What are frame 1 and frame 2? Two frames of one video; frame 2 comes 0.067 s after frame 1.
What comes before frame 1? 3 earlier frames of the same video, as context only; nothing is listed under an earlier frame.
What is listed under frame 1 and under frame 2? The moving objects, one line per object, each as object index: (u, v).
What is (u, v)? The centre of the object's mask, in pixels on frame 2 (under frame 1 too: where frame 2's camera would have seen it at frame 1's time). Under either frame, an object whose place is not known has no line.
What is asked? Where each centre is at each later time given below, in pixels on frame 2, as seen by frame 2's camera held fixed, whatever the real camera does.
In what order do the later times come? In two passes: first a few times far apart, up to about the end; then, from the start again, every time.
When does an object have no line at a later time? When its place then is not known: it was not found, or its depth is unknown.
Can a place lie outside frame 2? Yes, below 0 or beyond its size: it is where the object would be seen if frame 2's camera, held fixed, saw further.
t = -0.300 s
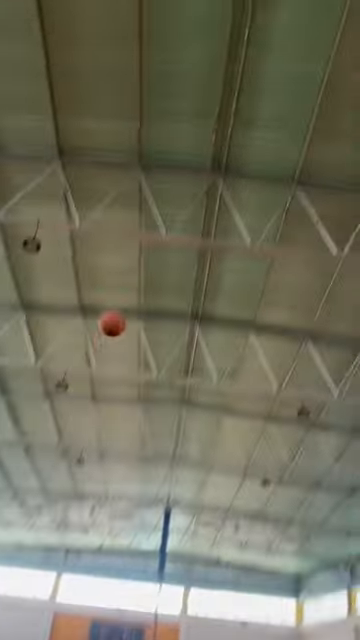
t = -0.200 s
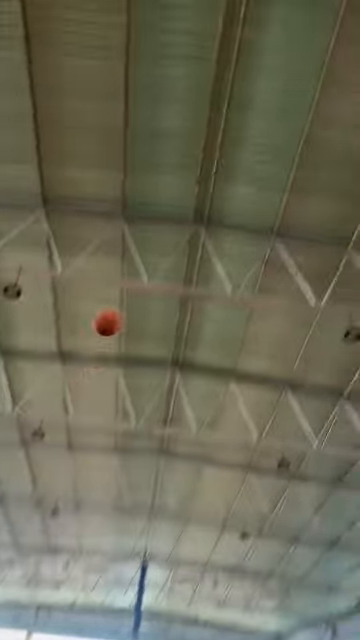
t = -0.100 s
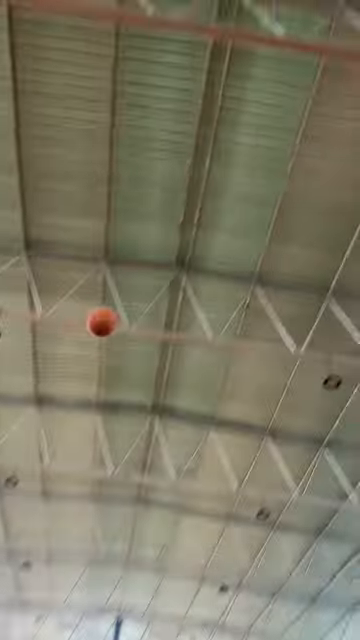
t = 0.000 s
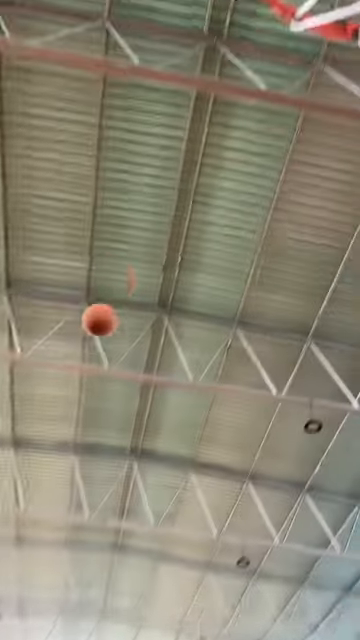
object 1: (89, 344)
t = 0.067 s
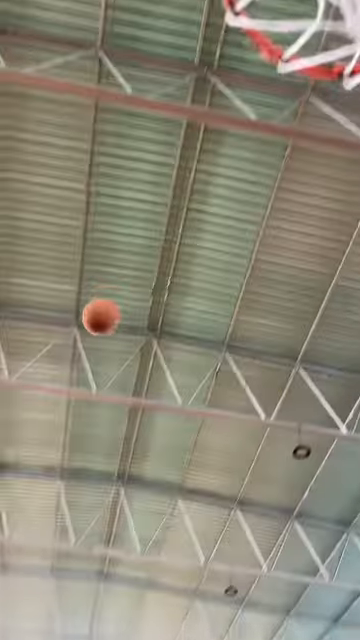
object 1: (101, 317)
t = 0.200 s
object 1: (127, 263)
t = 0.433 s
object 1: (204, 147)
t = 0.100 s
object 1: (107, 304)
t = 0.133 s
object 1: (113, 290)
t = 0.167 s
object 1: (120, 276)
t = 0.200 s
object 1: (127, 263)
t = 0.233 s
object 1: (135, 250)
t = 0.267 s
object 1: (144, 234)
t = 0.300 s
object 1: (152, 220)
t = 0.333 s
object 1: (162, 204)
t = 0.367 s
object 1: (174, 187)
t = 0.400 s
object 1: (188, 169)
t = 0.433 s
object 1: (204, 147)
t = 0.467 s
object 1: (223, 121)
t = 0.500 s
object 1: (242, 98)
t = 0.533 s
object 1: (272, 41)
